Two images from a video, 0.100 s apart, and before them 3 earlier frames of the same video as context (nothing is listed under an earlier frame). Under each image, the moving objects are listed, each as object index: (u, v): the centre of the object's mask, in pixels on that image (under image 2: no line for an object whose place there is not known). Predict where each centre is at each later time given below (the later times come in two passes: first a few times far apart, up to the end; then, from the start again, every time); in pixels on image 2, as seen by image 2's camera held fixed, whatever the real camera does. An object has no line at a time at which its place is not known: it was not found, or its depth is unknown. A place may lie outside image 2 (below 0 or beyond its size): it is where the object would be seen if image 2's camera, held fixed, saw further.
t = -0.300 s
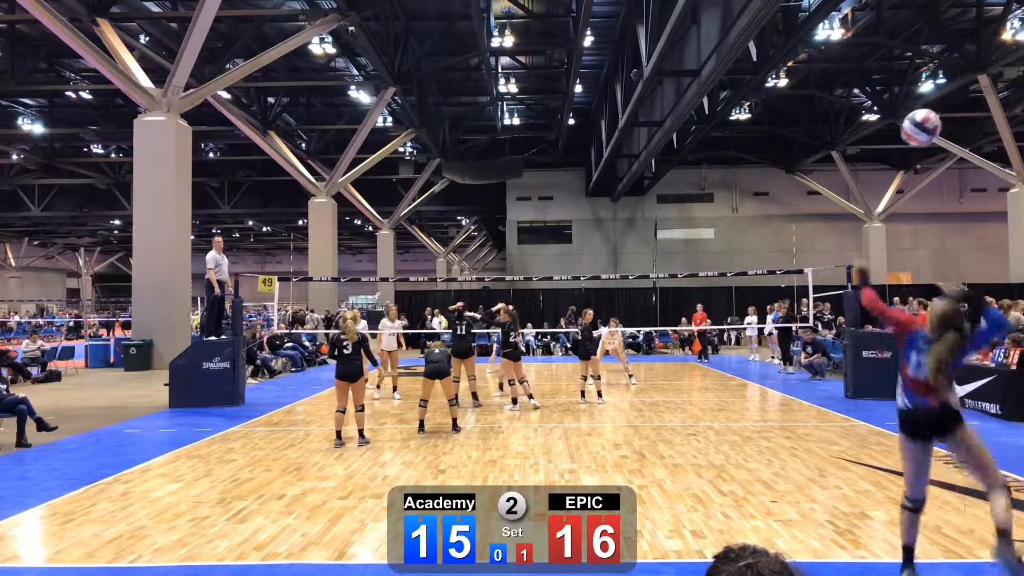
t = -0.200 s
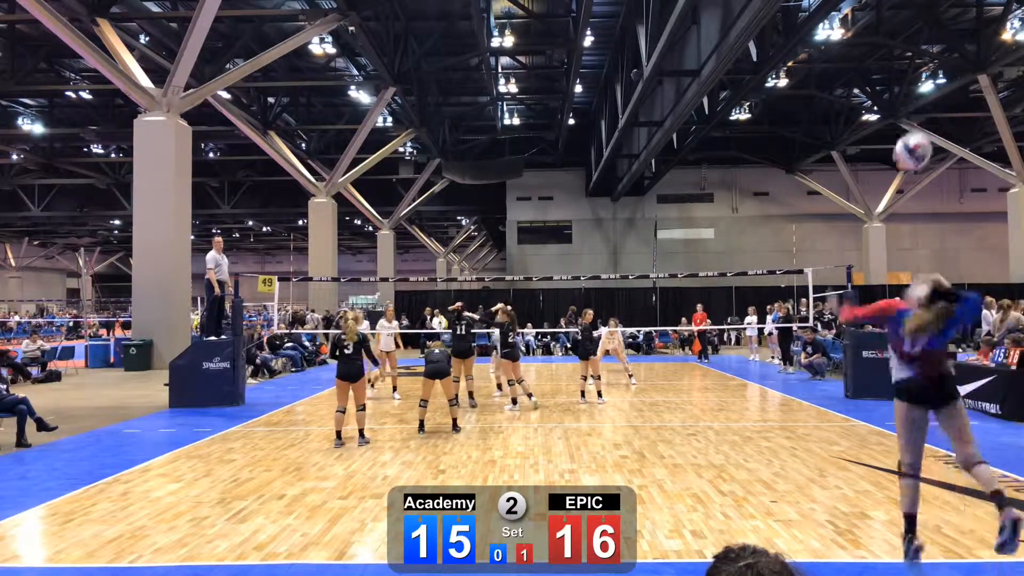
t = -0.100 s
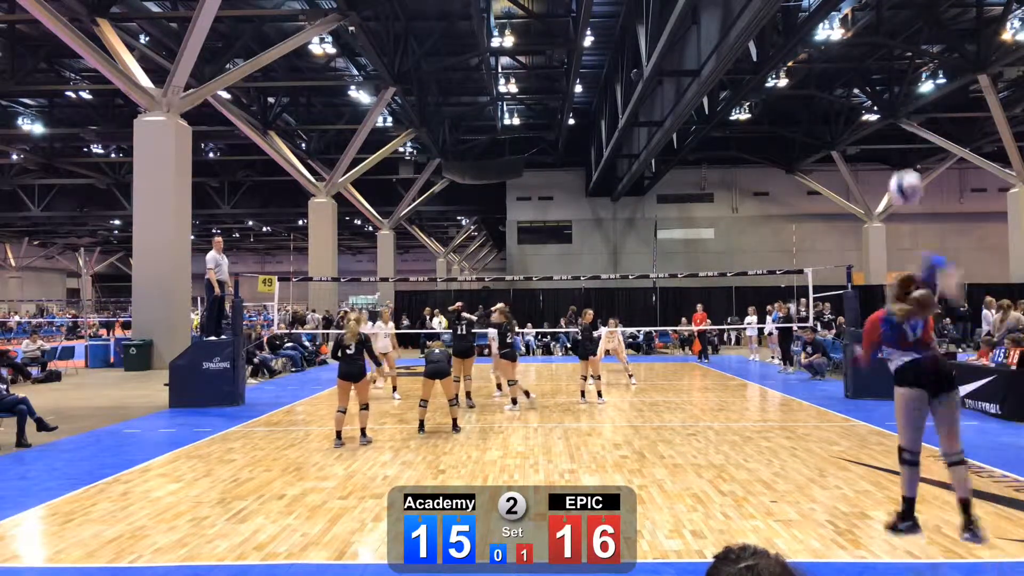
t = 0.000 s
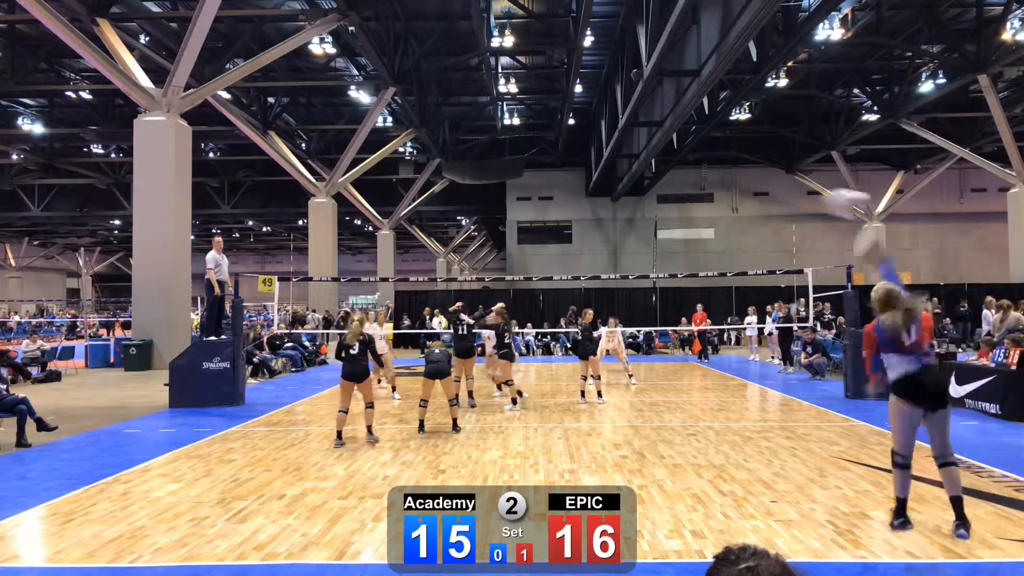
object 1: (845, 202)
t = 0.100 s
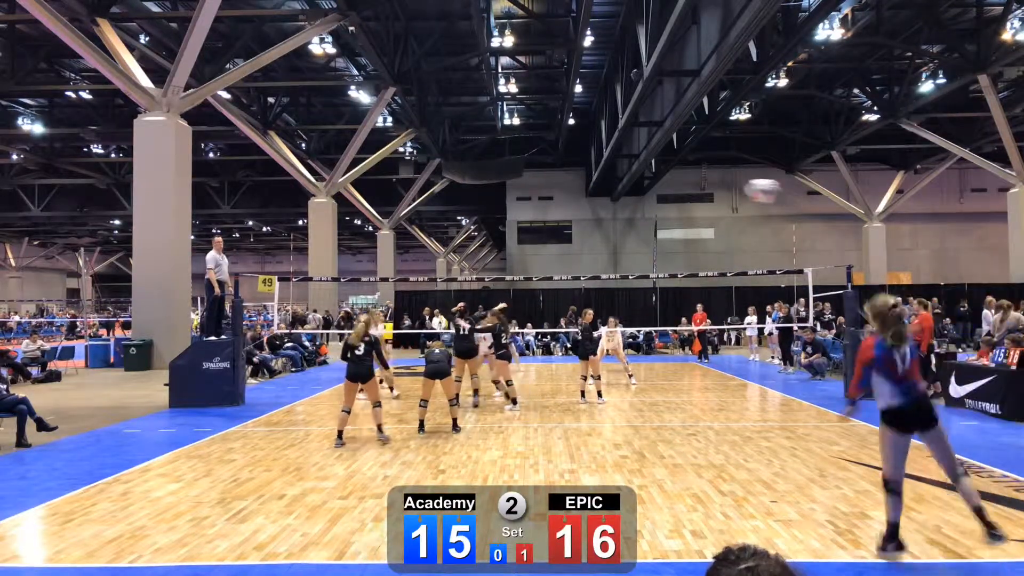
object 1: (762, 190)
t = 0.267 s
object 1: (677, 195)
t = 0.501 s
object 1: (615, 223)
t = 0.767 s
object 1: (581, 264)
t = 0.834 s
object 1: (575, 272)
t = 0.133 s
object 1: (741, 189)
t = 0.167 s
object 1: (722, 189)
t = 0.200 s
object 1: (705, 190)
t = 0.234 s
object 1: (690, 192)
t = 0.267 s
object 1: (677, 195)
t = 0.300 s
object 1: (665, 197)
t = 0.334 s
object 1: (655, 201)
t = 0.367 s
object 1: (645, 205)
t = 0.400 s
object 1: (638, 209)
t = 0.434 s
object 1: (629, 213)
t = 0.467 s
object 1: (623, 218)
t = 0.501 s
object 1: (615, 223)
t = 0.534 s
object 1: (610, 227)
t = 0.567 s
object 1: (605, 231)
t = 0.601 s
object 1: (600, 237)
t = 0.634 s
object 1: (596, 242)
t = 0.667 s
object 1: (591, 247)
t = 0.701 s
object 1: (588, 252)
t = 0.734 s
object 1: (585, 257)
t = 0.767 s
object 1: (581, 264)
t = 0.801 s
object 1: (577, 269)
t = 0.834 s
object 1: (575, 272)
